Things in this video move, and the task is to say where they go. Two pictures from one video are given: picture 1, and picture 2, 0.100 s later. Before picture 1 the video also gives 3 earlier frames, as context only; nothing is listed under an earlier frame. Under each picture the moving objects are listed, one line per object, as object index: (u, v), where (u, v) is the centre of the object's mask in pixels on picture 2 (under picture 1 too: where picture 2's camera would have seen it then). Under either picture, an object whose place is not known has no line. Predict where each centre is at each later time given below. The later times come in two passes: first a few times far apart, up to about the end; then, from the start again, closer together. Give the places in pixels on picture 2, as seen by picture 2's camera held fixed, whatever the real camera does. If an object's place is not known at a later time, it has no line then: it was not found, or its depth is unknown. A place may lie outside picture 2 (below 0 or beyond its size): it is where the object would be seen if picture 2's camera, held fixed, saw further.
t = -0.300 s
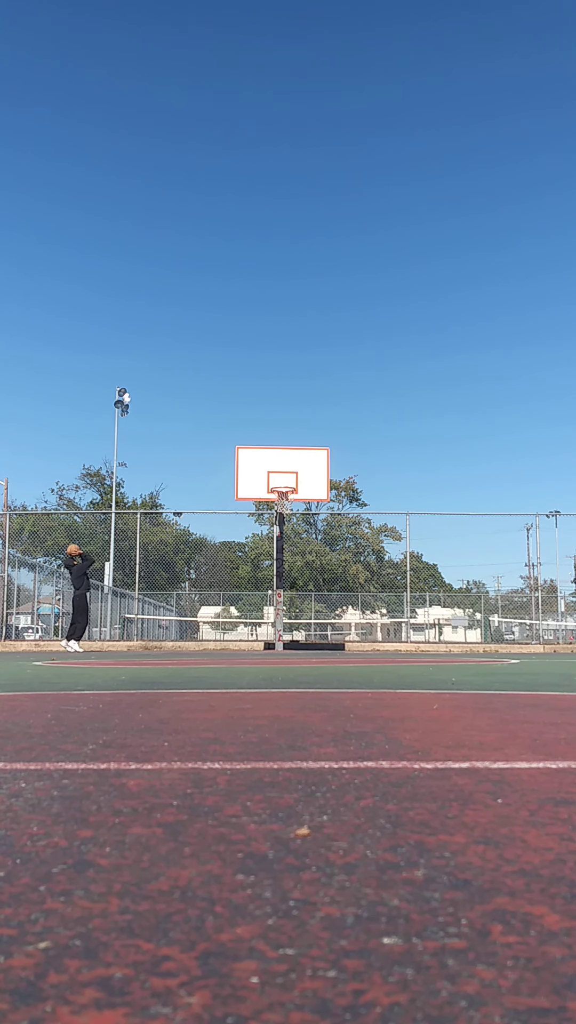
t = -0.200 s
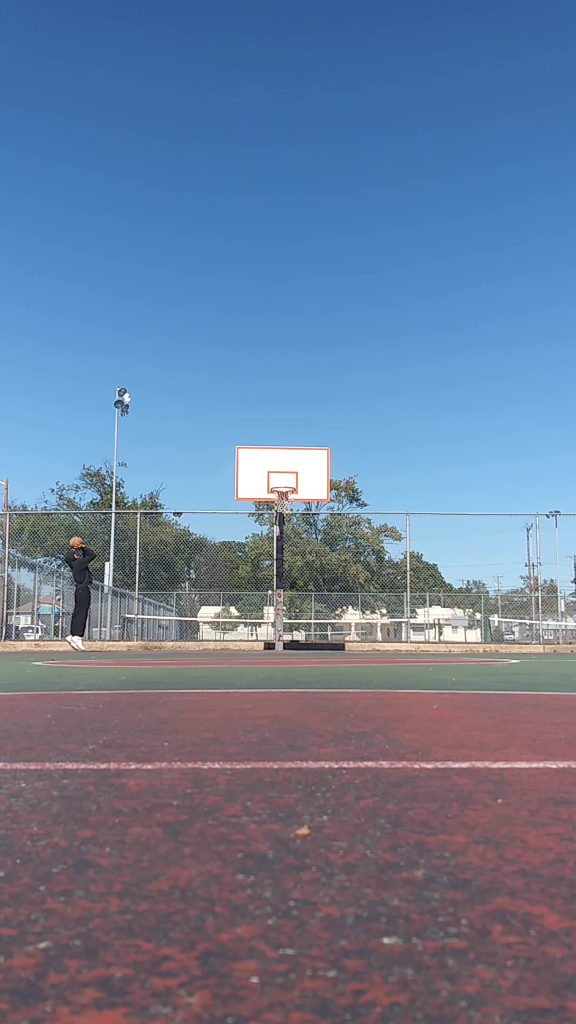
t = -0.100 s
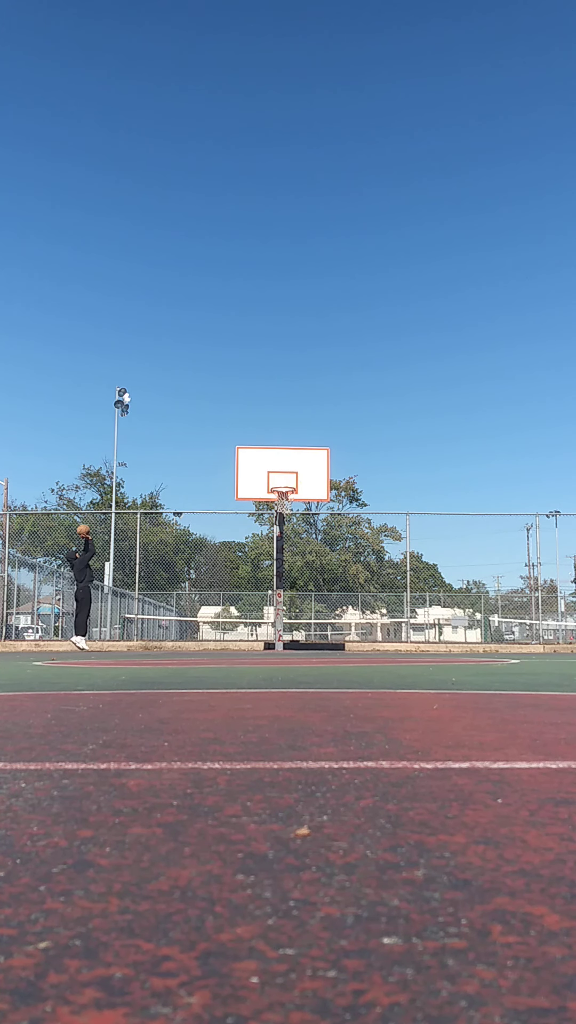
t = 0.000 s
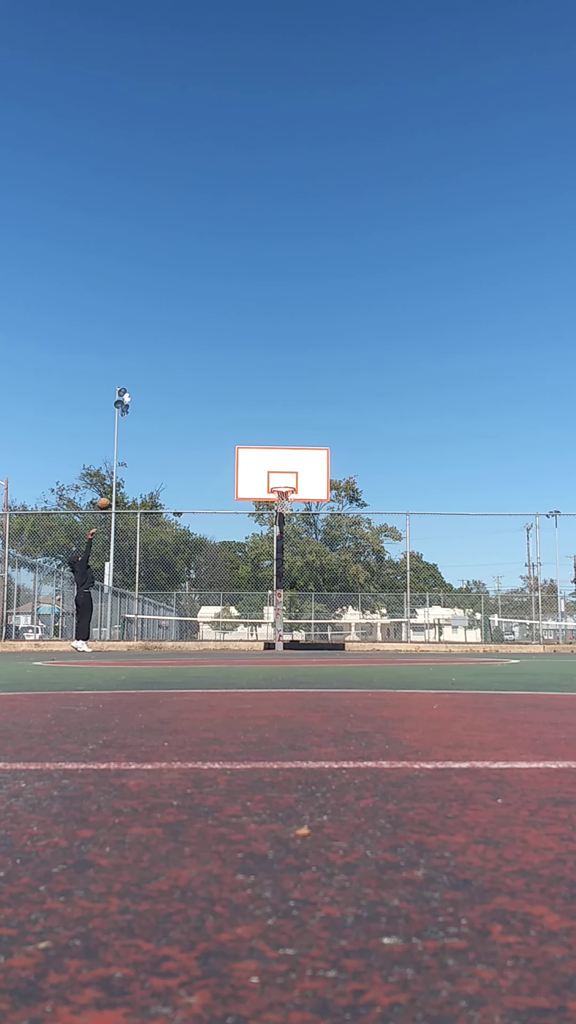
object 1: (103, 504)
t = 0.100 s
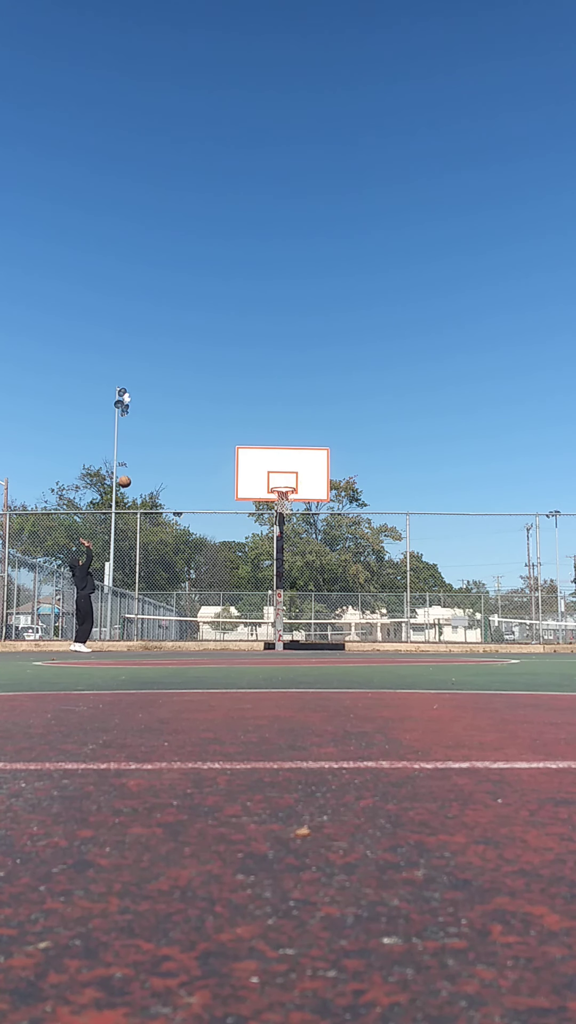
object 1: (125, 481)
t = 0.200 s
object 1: (146, 464)
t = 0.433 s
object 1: (193, 443)
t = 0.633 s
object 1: (233, 446)
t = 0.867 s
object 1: (278, 473)
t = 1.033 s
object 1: (297, 466)
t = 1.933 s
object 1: (362, 525)
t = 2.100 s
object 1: (375, 584)
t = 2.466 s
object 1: (407, 575)
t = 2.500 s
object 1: (409, 567)
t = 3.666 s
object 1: (523, 621)
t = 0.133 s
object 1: (132, 475)
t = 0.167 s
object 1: (139, 469)
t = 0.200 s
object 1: (146, 464)
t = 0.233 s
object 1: (152, 459)
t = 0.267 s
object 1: (159, 455)
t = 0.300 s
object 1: (166, 452)
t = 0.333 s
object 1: (173, 449)
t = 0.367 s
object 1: (180, 447)
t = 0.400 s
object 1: (186, 445)
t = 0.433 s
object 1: (193, 443)
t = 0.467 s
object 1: (200, 442)
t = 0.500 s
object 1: (206, 442)
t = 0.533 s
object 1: (213, 442)
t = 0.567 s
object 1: (220, 443)
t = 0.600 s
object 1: (226, 444)
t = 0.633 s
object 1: (233, 446)
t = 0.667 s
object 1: (239, 448)
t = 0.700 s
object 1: (246, 451)
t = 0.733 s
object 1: (252, 454)
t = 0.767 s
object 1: (259, 458)
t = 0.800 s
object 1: (265, 463)
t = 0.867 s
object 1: (278, 473)
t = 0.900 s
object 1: (285, 480)
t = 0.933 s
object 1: (290, 484)
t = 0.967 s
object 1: (293, 478)
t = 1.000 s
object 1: (295, 472)
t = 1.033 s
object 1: (297, 466)
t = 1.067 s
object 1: (299, 461)
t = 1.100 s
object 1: (302, 457)
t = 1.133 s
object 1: (304, 453)
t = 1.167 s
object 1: (306, 449)
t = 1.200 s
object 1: (309, 447)
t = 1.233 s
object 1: (311, 444)
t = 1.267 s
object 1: (313, 442)
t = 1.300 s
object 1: (316, 441)
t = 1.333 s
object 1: (318, 440)
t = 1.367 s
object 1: (320, 440)
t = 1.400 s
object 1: (323, 441)
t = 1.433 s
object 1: (325, 442)
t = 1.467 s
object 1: (327, 443)
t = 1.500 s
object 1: (330, 445)
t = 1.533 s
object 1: (332, 448)
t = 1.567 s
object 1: (335, 451)
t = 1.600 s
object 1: (337, 455)
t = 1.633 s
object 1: (339, 459)
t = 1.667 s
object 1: (342, 464)
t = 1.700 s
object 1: (344, 470)
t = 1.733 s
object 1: (347, 476)
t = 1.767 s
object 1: (349, 483)
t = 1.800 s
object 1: (352, 490)
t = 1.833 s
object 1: (354, 498)
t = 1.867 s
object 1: (357, 506)
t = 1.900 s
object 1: (360, 516)
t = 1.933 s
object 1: (362, 525)
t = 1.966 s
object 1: (364, 536)
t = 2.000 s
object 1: (367, 547)
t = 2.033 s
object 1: (370, 558)
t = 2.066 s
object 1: (373, 571)
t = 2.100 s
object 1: (375, 584)
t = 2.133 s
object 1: (379, 598)
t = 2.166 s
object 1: (381, 612)
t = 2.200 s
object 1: (384, 628)
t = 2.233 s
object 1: (387, 644)
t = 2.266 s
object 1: (390, 636)
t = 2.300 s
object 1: (392, 624)
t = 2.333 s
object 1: (395, 613)
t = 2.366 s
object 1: (398, 602)
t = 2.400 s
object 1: (401, 593)
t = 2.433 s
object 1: (403, 584)
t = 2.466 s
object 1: (407, 575)
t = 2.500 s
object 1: (409, 567)
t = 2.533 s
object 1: (412, 559)
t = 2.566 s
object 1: (415, 553)
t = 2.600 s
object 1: (418, 547)
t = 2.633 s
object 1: (421, 541)
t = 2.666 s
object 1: (424, 536)
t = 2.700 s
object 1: (427, 531)
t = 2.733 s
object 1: (430, 528)
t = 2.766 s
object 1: (433, 525)
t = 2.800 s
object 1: (436, 522)
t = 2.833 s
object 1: (439, 520)
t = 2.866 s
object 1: (442, 519)
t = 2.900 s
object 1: (446, 518)
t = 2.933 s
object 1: (449, 518)
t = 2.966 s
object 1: (452, 519)
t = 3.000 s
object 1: (455, 520)
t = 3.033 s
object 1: (458, 522)
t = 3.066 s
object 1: (462, 524)
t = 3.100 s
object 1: (465, 528)
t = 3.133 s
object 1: (468, 531)
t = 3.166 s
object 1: (472, 536)
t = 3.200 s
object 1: (475, 541)
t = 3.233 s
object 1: (479, 546)
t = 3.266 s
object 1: (482, 553)
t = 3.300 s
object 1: (486, 560)
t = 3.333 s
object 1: (489, 567)
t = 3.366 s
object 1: (493, 576)
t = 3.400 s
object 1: (497, 585)
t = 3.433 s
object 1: (500, 595)
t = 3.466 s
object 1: (504, 605)
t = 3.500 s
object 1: (508, 616)
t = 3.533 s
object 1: (511, 629)
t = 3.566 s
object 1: (515, 642)
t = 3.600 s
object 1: (518, 640)
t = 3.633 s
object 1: (520, 630)
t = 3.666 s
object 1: (523, 621)
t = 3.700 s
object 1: (526, 612)
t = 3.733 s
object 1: (529, 604)
